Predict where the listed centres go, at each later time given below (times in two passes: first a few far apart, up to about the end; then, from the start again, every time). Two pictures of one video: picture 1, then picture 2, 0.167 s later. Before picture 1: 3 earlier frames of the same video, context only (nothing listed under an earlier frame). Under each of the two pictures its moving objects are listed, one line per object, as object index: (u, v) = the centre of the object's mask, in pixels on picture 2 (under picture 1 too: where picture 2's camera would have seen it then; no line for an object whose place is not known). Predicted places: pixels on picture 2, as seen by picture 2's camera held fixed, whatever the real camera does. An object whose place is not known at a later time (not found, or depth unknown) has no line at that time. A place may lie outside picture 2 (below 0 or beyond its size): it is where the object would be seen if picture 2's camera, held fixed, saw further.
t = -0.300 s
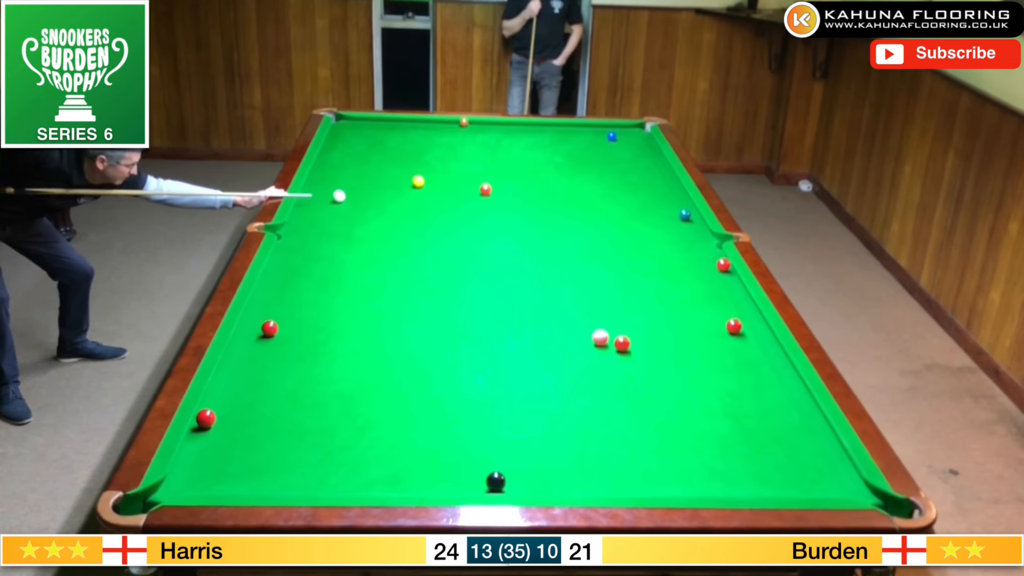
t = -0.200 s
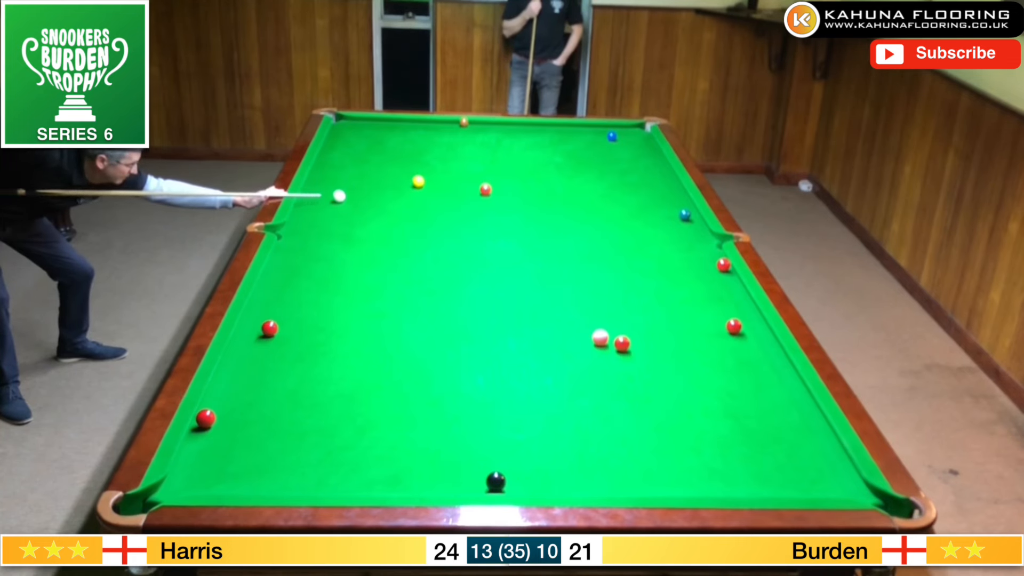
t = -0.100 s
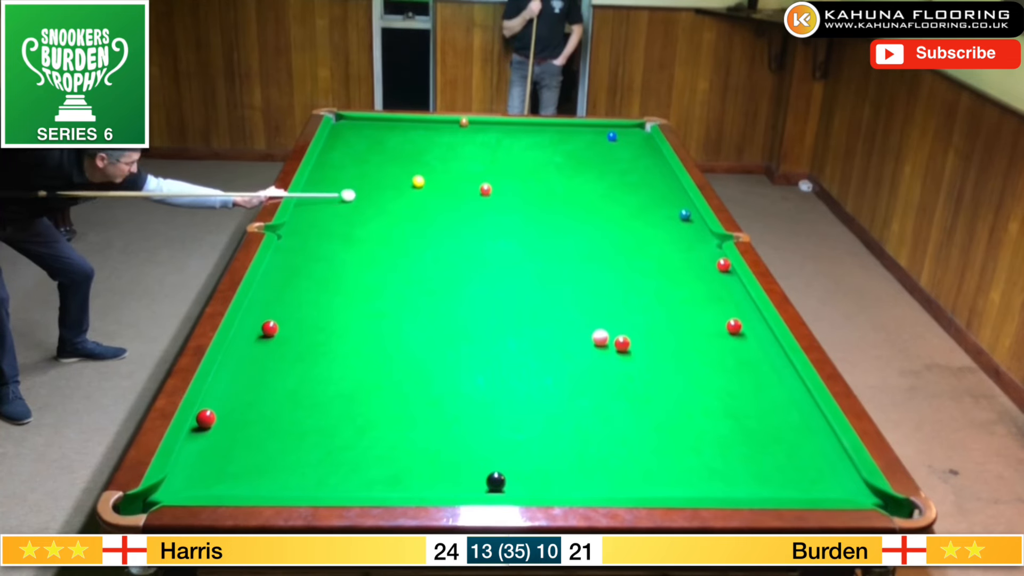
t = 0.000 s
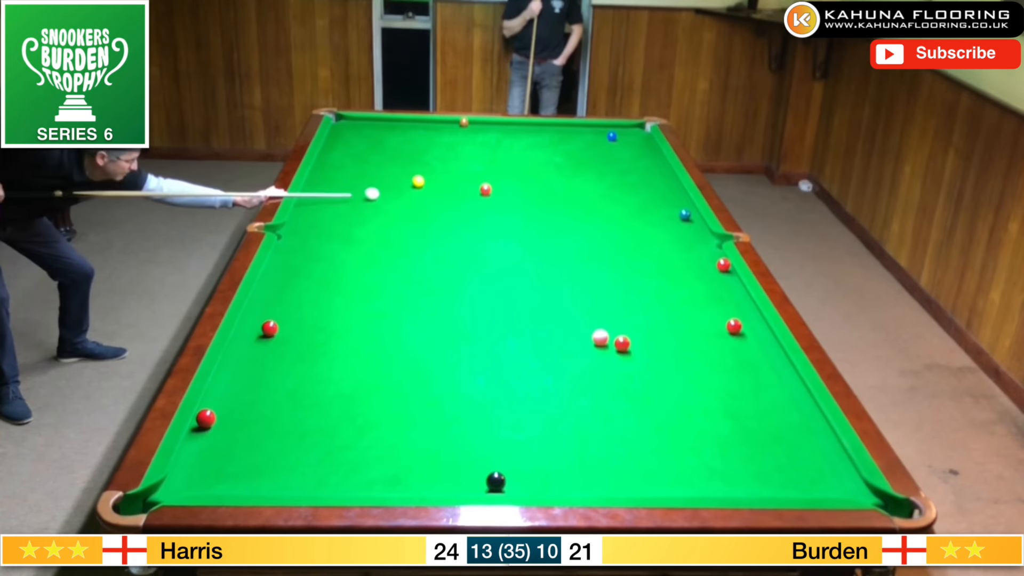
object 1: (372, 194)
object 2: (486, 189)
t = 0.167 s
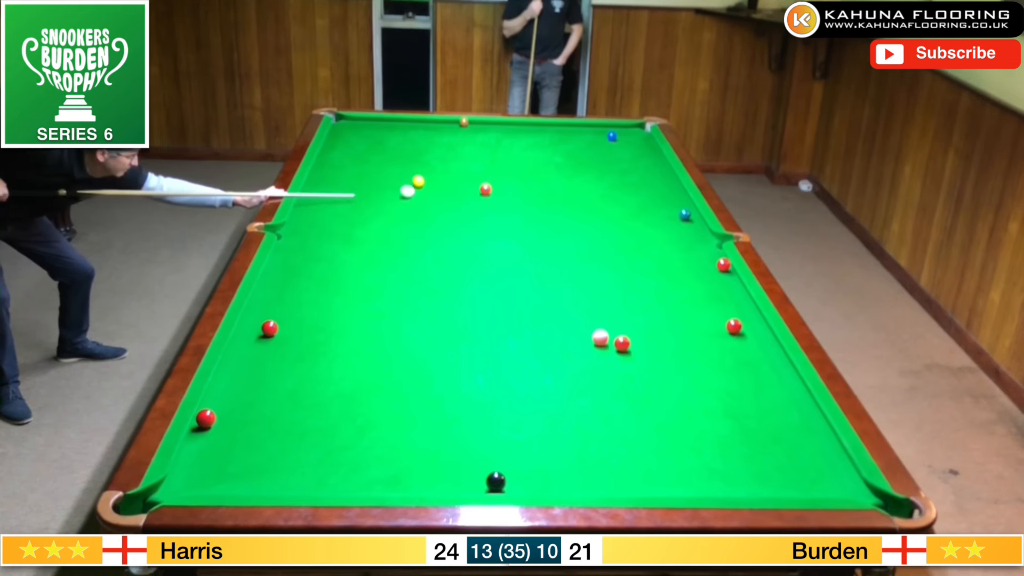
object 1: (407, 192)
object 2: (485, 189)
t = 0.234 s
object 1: (421, 191)
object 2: (485, 189)
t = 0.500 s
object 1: (473, 187)
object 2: (486, 190)
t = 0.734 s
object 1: (496, 180)
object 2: (505, 193)
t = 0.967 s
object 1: (517, 174)
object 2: (523, 197)
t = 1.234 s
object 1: (539, 168)
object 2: (542, 200)
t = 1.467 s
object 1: (557, 163)
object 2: (558, 203)
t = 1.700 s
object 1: (573, 158)
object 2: (573, 205)
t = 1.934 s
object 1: (588, 154)
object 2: (587, 208)
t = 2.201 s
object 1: (603, 149)
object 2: (601, 210)
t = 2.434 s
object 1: (616, 145)
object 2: (612, 213)
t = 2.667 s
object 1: (627, 142)
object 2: (622, 214)
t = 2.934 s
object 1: (639, 139)
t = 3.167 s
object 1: (648, 137)
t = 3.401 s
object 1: (643, 135)
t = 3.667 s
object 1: (637, 133)
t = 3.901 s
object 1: (632, 132)
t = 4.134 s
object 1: (629, 131)
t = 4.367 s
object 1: (626, 130)
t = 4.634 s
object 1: (625, 130)
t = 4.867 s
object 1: (624, 130)
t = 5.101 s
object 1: (624, 130)
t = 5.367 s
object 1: (624, 130)
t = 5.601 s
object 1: (624, 130)
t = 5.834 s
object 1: (624, 130)
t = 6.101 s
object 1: (624, 130)
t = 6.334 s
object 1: (624, 130)
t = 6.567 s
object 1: (624, 130)
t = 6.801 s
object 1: (624, 130)
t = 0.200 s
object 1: (414, 192)
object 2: (485, 189)
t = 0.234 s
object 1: (421, 191)
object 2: (485, 189)
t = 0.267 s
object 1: (428, 190)
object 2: (485, 190)
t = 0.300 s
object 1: (435, 190)
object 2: (485, 190)
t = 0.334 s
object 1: (441, 189)
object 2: (485, 190)
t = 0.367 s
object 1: (448, 189)
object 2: (485, 190)
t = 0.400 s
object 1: (454, 188)
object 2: (486, 189)
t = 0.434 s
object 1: (461, 188)
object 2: (486, 189)
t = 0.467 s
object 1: (467, 187)
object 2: (486, 189)
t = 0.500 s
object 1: (473, 187)
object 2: (486, 190)
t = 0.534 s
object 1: (477, 186)
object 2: (488, 190)
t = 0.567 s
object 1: (480, 185)
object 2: (491, 191)
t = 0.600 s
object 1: (483, 184)
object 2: (494, 191)
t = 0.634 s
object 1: (486, 183)
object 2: (497, 192)
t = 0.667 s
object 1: (489, 182)
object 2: (499, 192)
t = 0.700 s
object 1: (493, 181)
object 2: (502, 193)
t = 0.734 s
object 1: (496, 180)
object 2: (505, 193)
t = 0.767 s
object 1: (499, 179)
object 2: (507, 194)
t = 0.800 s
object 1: (502, 178)
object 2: (510, 194)
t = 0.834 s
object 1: (505, 178)
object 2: (513, 195)
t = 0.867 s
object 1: (508, 177)
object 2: (515, 195)
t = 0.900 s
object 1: (511, 176)
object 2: (518, 196)
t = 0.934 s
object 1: (514, 175)
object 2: (520, 196)
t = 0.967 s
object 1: (517, 174)
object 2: (523, 197)
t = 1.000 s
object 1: (520, 173)
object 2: (525, 197)
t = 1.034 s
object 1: (523, 172)
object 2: (528, 197)
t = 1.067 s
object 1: (525, 172)
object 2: (530, 198)
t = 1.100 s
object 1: (528, 171)
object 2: (532, 198)
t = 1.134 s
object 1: (531, 170)
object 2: (535, 199)
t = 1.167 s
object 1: (533, 169)
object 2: (537, 199)
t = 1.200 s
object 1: (536, 169)
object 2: (540, 200)
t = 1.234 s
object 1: (539, 168)
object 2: (542, 200)
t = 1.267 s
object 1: (541, 167)
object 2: (544, 200)
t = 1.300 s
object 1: (544, 166)
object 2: (547, 201)
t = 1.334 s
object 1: (547, 166)
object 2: (549, 201)
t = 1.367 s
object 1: (549, 165)
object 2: (552, 201)
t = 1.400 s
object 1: (552, 164)
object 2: (554, 202)
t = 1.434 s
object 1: (554, 163)
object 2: (556, 202)
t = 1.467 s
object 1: (557, 163)
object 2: (558, 203)
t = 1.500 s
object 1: (559, 162)
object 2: (560, 203)
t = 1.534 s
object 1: (561, 161)
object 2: (563, 204)
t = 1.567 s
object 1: (564, 160)
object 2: (565, 204)
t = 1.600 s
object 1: (566, 160)
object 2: (567, 204)
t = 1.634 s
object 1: (568, 159)
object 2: (569, 205)
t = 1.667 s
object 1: (570, 158)
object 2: (571, 205)
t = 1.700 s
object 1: (573, 158)
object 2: (573, 205)
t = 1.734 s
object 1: (575, 157)
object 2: (575, 206)
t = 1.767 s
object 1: (577, 156)
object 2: (577, 206)
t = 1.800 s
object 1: (579, 156)
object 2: (579, 207)
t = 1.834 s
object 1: (581, 155)
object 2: (581, 207)
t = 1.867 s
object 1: (584, 155)
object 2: (583, 207)
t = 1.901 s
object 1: (586, 154)
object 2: (585, 208)
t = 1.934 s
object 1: (588, 154)
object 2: (587, 208)
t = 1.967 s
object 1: (590, 153)
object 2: (589, 208)
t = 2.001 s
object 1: (592, 152)
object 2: (591, 209)
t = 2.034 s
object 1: (594, 152)
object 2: (592, 209)
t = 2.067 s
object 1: (595, 151)
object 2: (594, 209)
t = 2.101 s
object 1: (597, 151)
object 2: (596, 210)
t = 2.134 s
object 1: (599, 150)
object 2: (598, 210)
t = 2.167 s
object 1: (601, 150)
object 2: (599, 210)
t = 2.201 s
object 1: (603, 149)
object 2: (601, 210)
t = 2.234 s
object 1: (605, 149)
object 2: (603, 211)
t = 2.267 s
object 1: (607, 148)
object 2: (604, 211)
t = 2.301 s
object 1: (608, 147)
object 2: (606, 212)
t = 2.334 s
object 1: (610, 147)
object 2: (608, 212)
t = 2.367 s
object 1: (612, 146)
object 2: (609, 212)
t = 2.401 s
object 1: (614, 146)
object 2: (611, 212)
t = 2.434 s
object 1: (616, 145)
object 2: (612, 213)
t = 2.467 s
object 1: (617, 145)
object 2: (614, 213)
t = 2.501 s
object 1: (619, 145)
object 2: (615, 213)
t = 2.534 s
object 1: (620, 144)
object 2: (617, 213)
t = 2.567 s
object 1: (622, 144)
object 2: (618, 214)
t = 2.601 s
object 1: (624, 143)
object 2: (620, 214)
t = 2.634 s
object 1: (625, 143)
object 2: (621, 214)
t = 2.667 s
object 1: (627, 142)
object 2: (622, 214)
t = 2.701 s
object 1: (628, 142)
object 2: (624, 215)
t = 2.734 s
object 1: (630, 142)
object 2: (625, 215)
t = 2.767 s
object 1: (631, 141)
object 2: (626, 215)
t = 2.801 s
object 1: (633, 141)
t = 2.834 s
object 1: (634, 140)
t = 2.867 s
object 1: (636, 140)
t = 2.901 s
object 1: (637, 140)
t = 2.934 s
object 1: (639, 139)
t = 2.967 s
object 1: (640, 139)
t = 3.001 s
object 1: (641, 138)
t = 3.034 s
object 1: (643, 138)
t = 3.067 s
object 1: (644, 138)
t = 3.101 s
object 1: (645, 137)
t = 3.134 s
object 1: (646, 137)
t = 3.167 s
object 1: (648, 137)
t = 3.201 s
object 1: (648, 136)
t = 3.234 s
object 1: (648, 136)
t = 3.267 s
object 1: (647, 136)
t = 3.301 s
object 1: (646, 136)
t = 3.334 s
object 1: (645, 135)
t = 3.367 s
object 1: (644, 135)
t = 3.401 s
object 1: (643, 135)
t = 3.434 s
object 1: (642, 135)
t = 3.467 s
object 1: (641, 134)
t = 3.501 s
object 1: (640, 134)
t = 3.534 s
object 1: (640, 134)
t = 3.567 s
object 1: (639, 134)
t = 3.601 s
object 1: (638, 133)
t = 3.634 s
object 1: (638, 133)
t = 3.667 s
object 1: (637, 133)
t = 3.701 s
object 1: (636, 133)
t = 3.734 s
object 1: (636, 133)
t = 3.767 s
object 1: (635, 132)
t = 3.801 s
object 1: (634, 132)
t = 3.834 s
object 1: (633, 132)
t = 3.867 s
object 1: (633, 132)
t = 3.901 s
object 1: (632, 132)
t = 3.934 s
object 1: (632, 132)
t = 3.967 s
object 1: (631, 131)
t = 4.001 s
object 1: (631, 131)
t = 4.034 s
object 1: (630, 131)
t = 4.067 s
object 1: (630, 131)
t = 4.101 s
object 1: (630, 131)
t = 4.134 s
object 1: (629, 131)
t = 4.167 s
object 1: (629, 131)
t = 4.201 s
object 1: (628, 131)
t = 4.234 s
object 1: (628, 131)
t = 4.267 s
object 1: (628, 131)
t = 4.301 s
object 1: (627, 131)
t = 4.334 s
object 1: (627, 130)
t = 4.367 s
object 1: (626, 130)
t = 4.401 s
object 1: (626, 130)
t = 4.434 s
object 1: (626, 130)
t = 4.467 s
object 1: (626, 130)
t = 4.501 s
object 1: (625, 130)
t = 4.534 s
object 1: (625, 130)
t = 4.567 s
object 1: (625, 130)
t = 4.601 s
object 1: (625, 130)
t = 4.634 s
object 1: (625, 130)
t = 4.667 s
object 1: (625, 130)
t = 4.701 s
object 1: (624, 130)
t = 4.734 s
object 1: (624, 130)
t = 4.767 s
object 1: (624, 130)
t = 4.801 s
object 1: (624, 130)
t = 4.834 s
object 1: (624, 130)
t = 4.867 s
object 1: (624, 130)
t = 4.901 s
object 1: (624, 130)
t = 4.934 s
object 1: (624, 130)
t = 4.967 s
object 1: (624, 130)
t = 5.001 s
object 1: (624, 130)
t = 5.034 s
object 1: (624, 130)
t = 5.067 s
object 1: (624, 130)
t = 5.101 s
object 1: (624, 130)
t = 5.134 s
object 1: (624, 130)
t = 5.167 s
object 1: (624, 130)
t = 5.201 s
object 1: (624, 130)
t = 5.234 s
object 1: (624, 130)
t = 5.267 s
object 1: (624, 130)
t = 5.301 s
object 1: (624, 130)
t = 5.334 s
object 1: (624, 130)
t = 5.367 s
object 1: (624, 130)
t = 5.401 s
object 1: (624, 130)
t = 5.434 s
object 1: (624, 130)
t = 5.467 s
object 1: (624, 130)
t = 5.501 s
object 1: (624, 130)
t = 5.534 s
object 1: (624, 130)
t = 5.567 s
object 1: (624, 130)
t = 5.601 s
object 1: (624, 130)
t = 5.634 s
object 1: (624, 130)
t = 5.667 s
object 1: (624, 130)
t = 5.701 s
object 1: (624, 130)
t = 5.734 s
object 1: (624, 130)
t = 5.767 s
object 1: (624, 130)
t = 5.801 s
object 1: (624, 130)
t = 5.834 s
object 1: (624, 130)
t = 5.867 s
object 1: (624, 130)
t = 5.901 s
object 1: (624, 130)
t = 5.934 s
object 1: (624, 130)
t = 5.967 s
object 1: (624, 130)
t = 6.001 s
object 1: (624, 130)
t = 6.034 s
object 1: (624, 130)
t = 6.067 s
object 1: (624, 130)
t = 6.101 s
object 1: (624, 130)
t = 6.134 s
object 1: (624, 130)
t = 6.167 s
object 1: (624, 130)
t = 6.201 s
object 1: (624, 130)
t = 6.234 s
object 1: (624, 130)
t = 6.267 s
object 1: (624, 130)
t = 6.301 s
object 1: (624, 130)
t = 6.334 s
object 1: (624, 130)
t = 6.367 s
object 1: (624, 130)
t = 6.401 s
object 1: (624, 130)
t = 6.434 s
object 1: (624, 130)
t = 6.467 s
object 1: (624, 130)
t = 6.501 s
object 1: (624, 130)
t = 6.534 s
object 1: (624, 130)
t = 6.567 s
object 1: (624, 130)
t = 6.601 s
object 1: (624, 130)
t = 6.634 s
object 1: (624, 130)
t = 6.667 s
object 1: (624, 130)
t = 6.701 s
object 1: (624, 130)
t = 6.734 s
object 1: (624, 130)
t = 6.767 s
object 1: (624, 130)
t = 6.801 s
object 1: (624, 130)
